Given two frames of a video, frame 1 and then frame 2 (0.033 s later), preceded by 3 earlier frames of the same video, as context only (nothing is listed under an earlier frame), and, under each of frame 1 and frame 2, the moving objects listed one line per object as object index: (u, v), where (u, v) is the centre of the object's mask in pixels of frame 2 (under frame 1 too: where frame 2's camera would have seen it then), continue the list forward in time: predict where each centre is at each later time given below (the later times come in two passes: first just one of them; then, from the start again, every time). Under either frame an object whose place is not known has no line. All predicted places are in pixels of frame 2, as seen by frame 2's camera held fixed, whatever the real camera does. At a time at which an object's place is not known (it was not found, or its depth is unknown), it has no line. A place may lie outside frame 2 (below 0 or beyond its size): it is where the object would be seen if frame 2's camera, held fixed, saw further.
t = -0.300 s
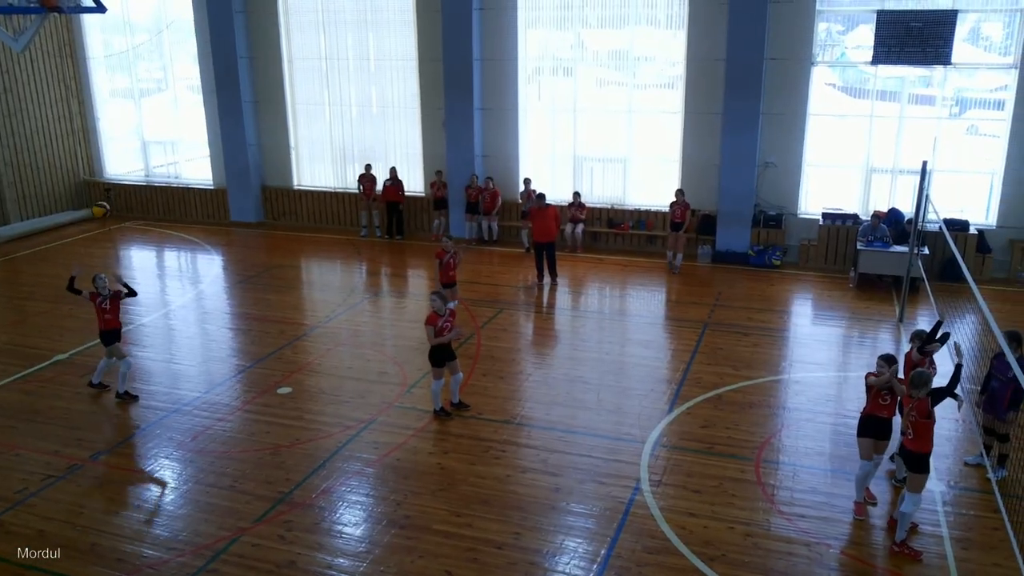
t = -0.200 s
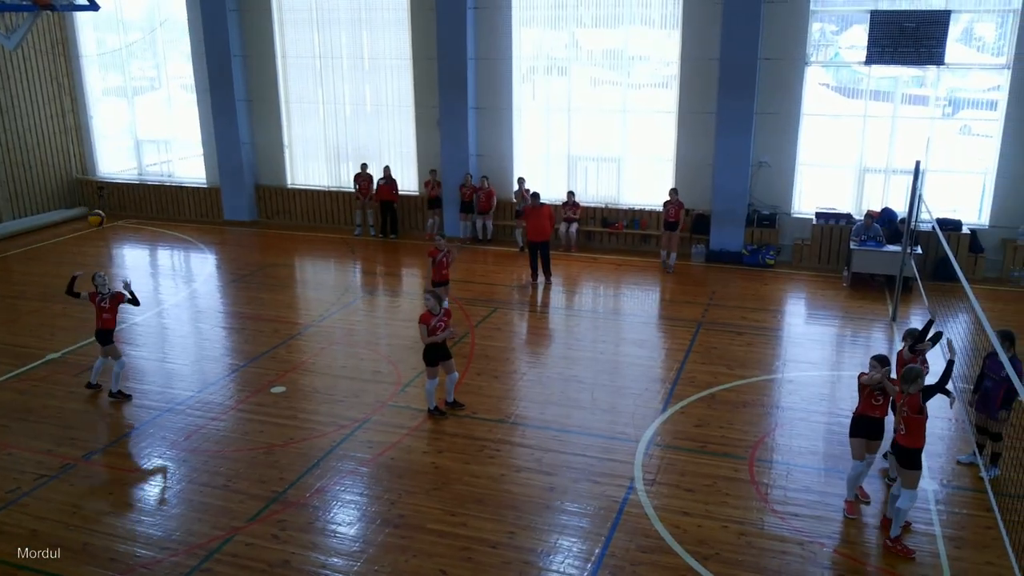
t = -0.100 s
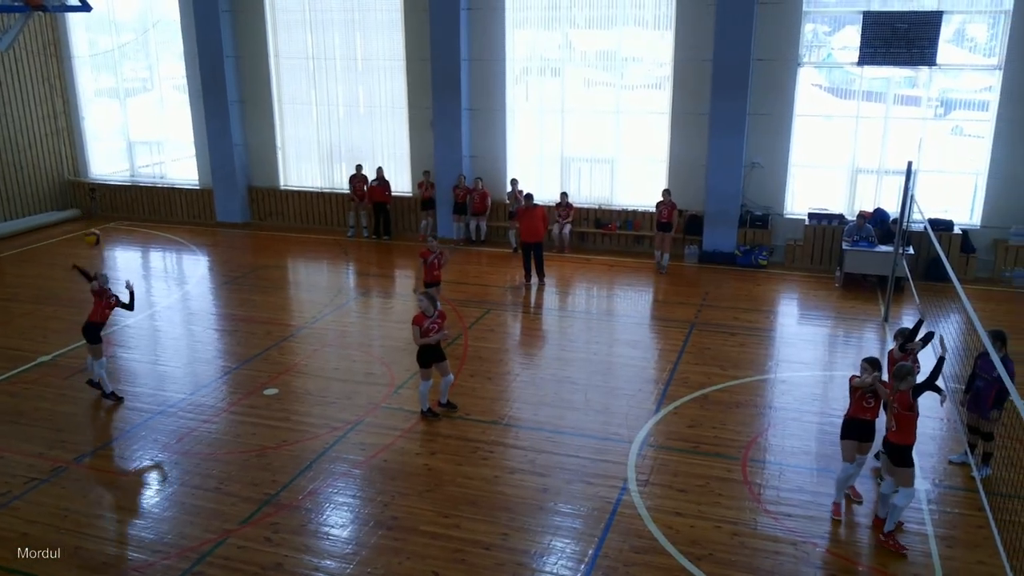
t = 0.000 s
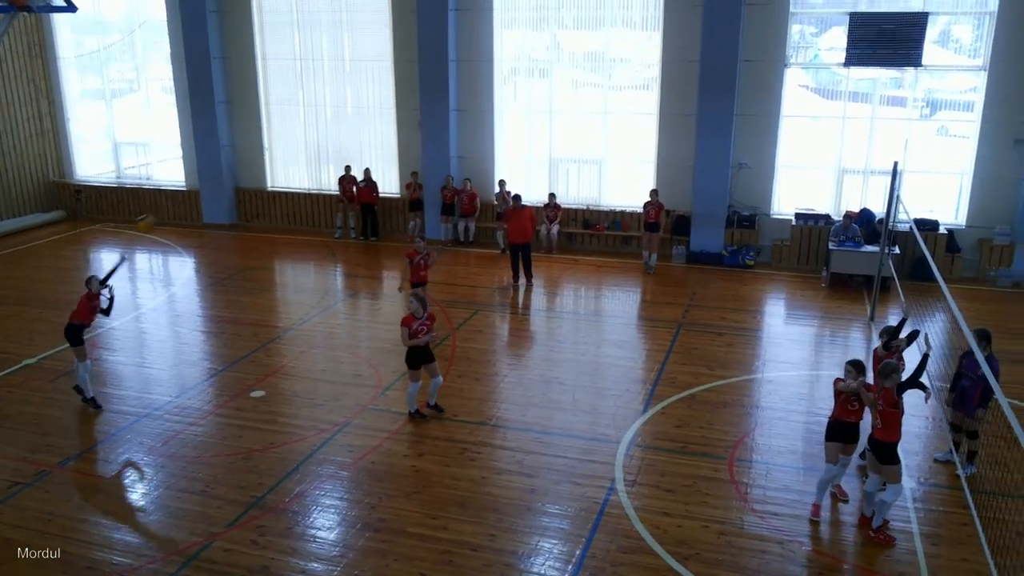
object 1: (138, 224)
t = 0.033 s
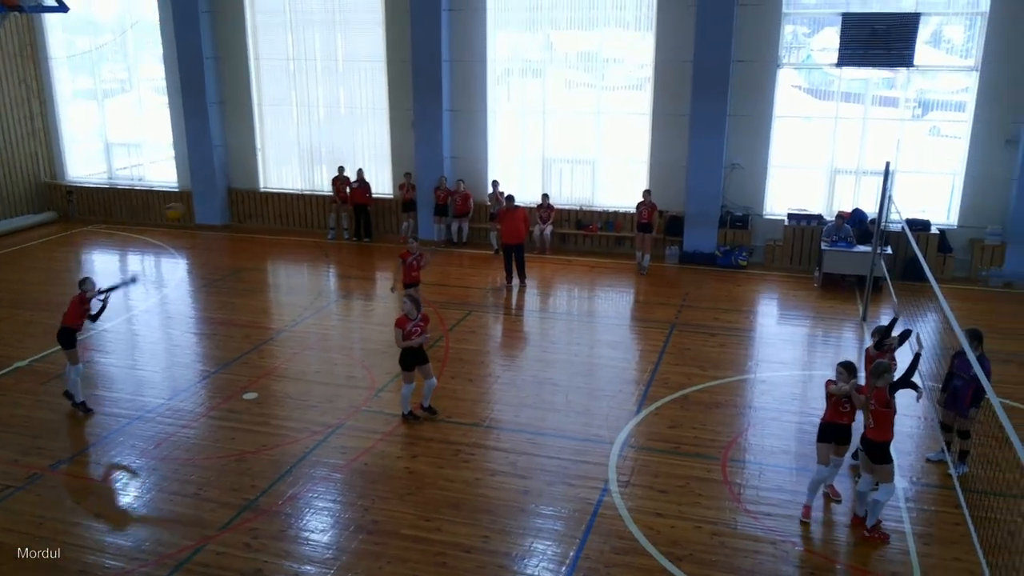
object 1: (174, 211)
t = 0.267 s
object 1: (443, 141)
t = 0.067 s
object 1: (211, 200)
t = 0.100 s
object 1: (247, 186)
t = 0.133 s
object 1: (286, 176)
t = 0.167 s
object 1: (324, 166)
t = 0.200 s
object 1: (364, 156)
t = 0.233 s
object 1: (403, 148)
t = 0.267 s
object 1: (443, 141)
